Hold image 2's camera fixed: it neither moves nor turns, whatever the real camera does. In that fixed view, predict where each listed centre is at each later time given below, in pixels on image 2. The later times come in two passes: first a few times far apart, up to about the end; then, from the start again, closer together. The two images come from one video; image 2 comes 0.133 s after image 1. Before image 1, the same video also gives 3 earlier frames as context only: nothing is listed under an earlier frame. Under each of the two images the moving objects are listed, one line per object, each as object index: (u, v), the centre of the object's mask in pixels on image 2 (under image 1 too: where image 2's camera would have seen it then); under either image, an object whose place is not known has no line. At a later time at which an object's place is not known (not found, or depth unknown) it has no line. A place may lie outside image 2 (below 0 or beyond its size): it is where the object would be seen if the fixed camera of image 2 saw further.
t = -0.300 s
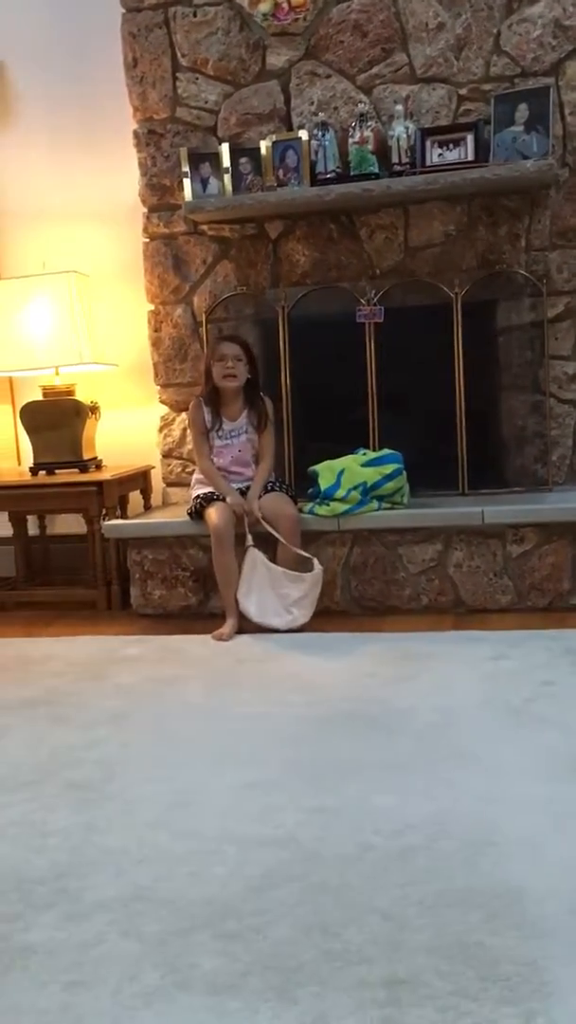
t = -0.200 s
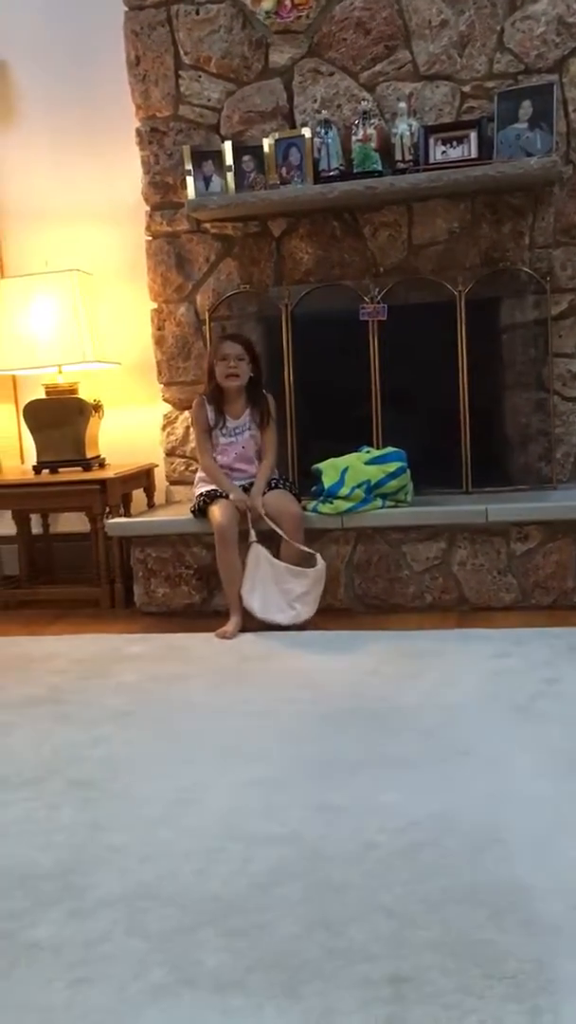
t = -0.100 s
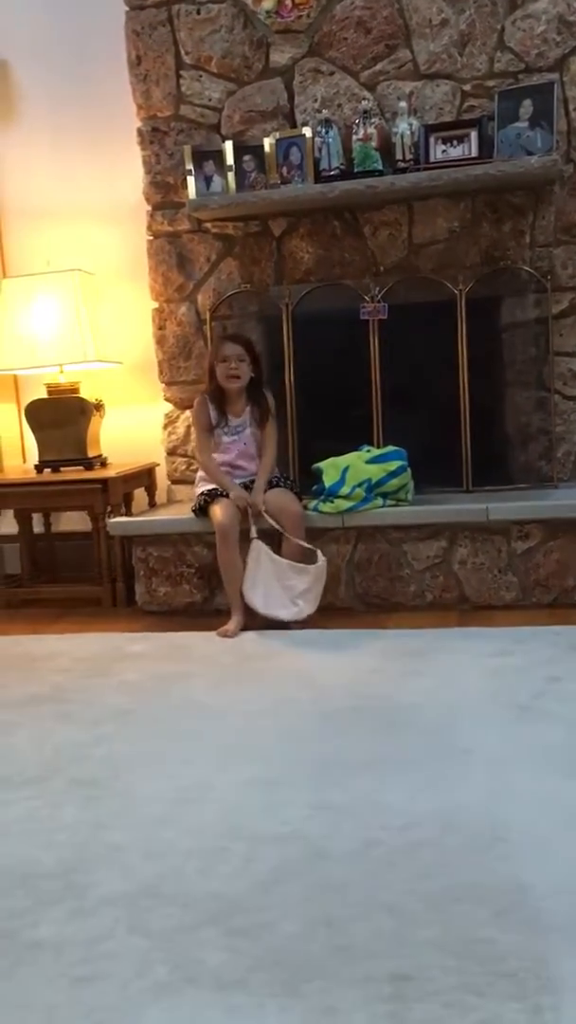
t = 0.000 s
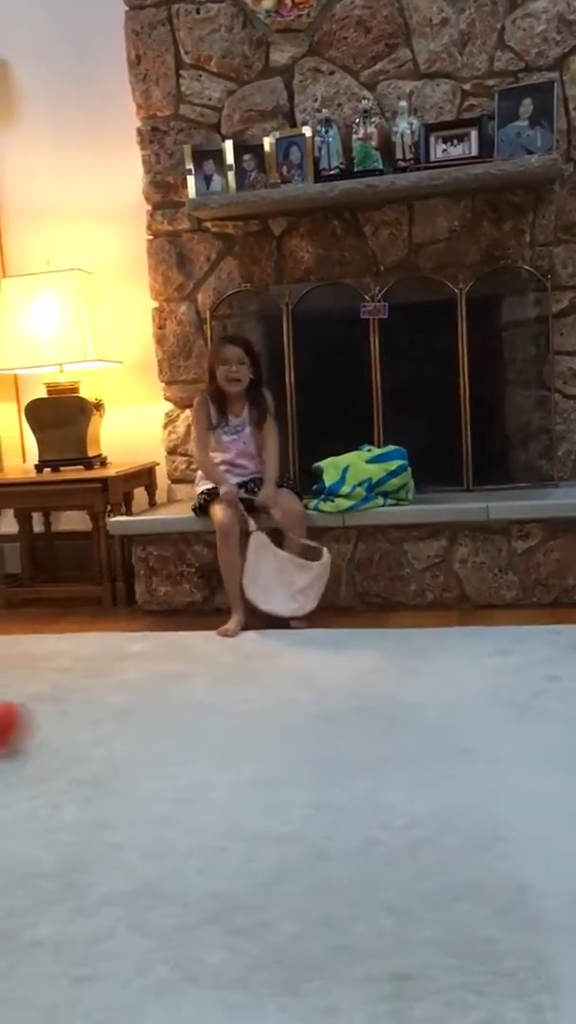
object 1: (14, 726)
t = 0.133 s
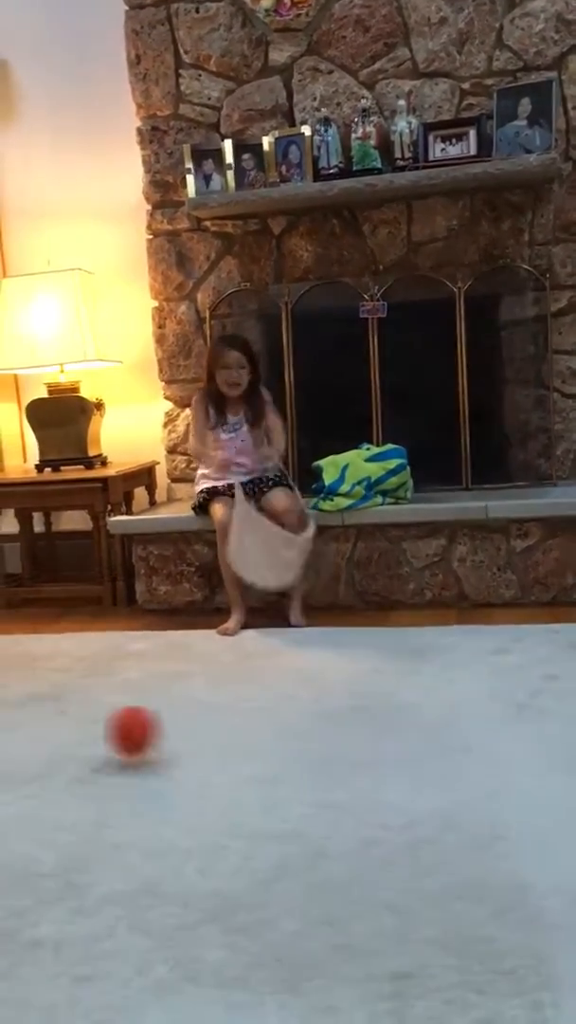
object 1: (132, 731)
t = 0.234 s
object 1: (224, 746)
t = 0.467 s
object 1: (460, 770)
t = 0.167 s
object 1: (164, 740)
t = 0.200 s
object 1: (194, 748)
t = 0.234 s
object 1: (224, 746)
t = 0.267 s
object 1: (255, 748)
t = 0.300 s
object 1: (287, 754)
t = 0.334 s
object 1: (321, 756)
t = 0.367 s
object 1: (353, 757)
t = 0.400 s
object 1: (388, 761)
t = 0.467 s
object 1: (460, 770)
